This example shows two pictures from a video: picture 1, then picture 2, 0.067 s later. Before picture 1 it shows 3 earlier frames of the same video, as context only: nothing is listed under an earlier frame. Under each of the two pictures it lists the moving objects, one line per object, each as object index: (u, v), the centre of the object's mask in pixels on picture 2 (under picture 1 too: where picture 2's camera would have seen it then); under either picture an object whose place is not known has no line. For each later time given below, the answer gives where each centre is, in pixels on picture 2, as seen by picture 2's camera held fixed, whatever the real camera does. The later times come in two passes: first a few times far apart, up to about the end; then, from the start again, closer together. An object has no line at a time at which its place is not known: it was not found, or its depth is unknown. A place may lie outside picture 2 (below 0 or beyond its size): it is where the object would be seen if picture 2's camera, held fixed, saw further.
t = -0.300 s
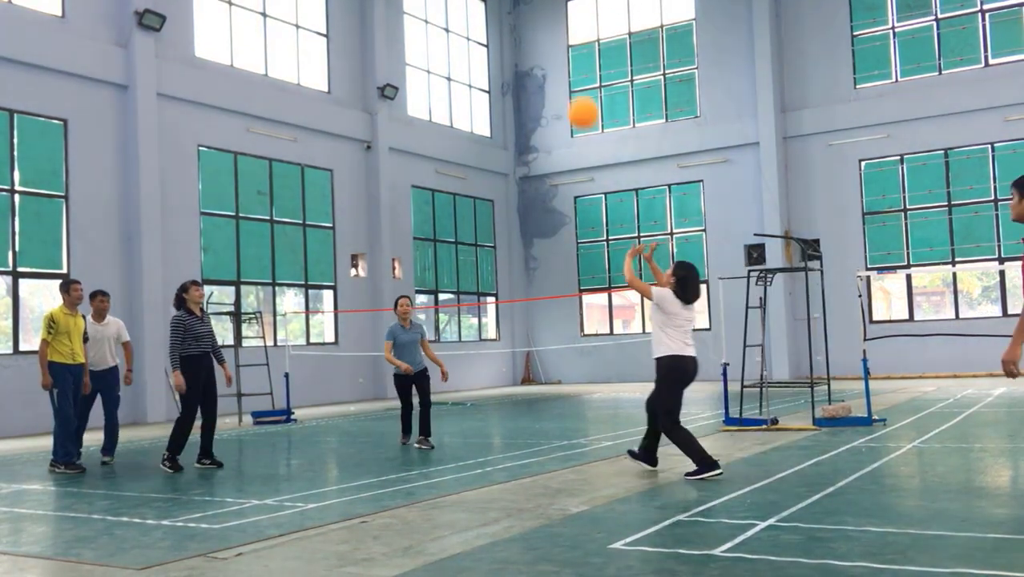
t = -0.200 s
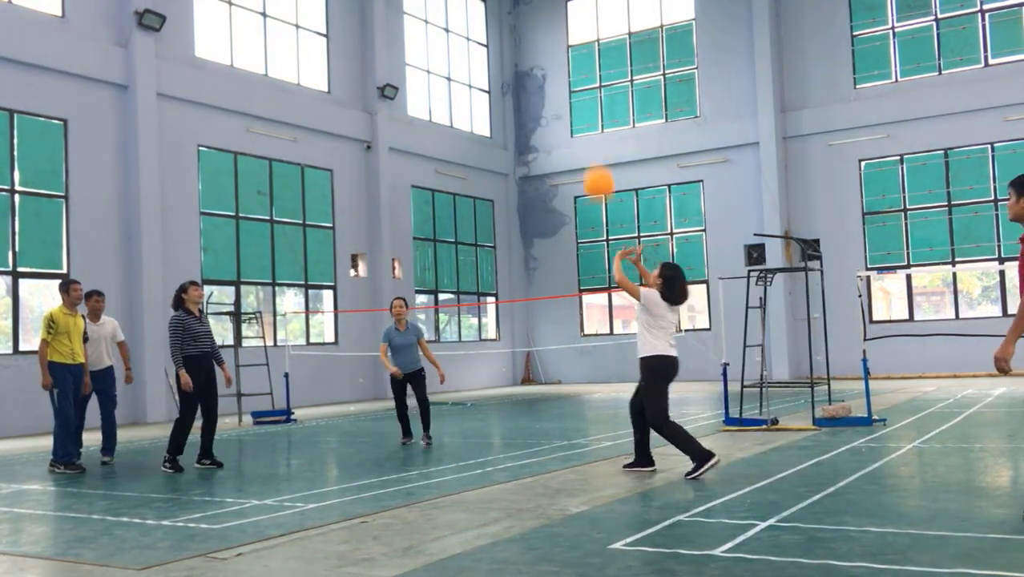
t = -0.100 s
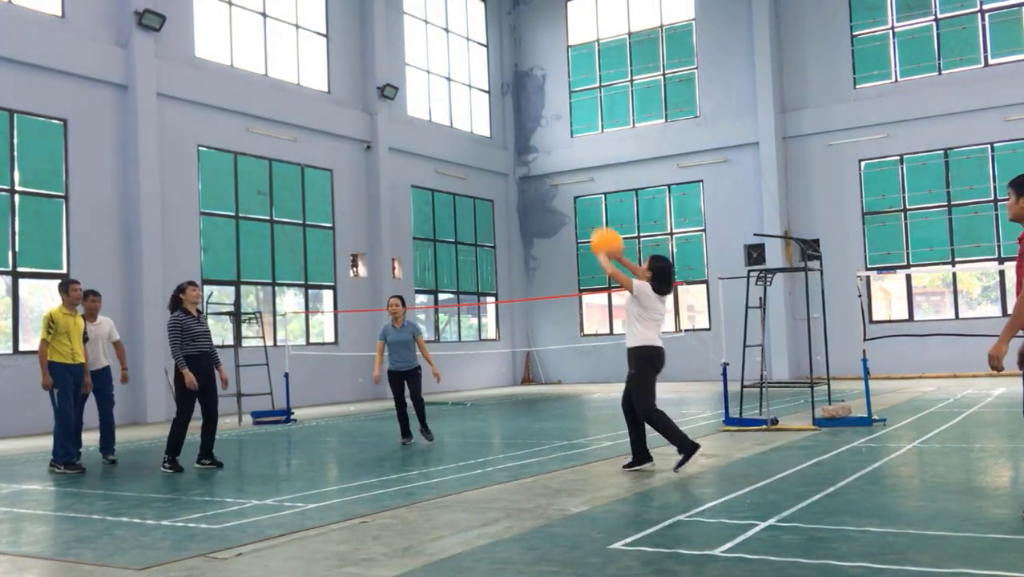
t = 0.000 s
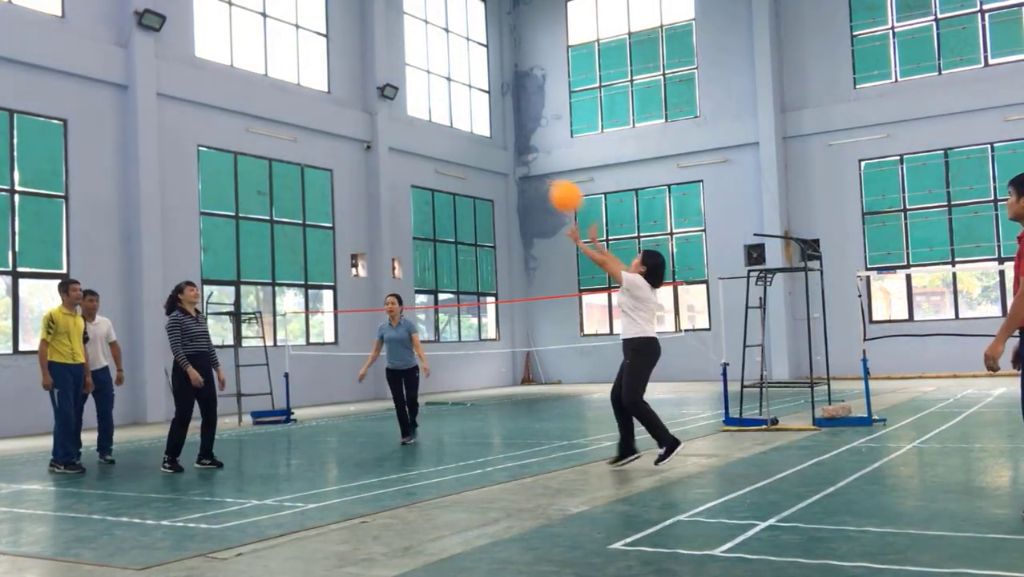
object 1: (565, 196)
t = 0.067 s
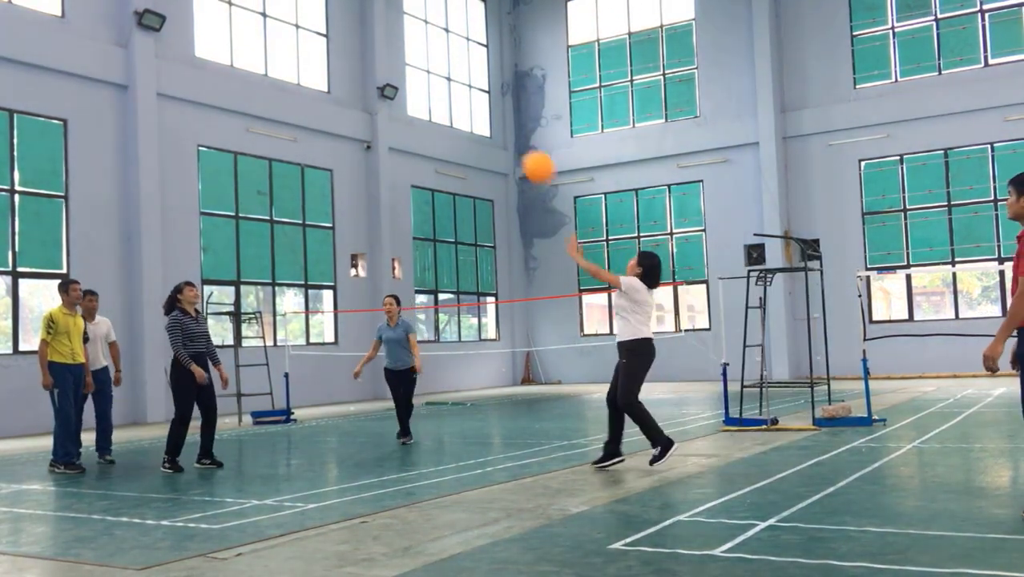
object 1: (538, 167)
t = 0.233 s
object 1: (475, 121)
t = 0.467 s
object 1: (394, 118)
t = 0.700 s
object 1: (326, 177)
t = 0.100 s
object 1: (525, 153)
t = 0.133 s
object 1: (512, 143)
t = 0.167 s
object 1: (501, 135)
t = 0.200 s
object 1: (489, 128)
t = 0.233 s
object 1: (475, 121)
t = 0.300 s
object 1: (450, 113)
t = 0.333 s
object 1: (439, 111)
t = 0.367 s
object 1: (428, 111)
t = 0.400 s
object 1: (415, 113)
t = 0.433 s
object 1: (404, 114)
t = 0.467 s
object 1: (394, 118)
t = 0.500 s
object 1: (385, 122)
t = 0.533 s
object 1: (374, 128)
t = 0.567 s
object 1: (365, 136)
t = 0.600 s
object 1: (355, 144)
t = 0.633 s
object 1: (345, 154)
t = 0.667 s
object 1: (335, 164)
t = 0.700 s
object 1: (326, 177)
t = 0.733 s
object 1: (317, 190)
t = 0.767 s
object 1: (308, 204)
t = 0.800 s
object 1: (300, 220)
